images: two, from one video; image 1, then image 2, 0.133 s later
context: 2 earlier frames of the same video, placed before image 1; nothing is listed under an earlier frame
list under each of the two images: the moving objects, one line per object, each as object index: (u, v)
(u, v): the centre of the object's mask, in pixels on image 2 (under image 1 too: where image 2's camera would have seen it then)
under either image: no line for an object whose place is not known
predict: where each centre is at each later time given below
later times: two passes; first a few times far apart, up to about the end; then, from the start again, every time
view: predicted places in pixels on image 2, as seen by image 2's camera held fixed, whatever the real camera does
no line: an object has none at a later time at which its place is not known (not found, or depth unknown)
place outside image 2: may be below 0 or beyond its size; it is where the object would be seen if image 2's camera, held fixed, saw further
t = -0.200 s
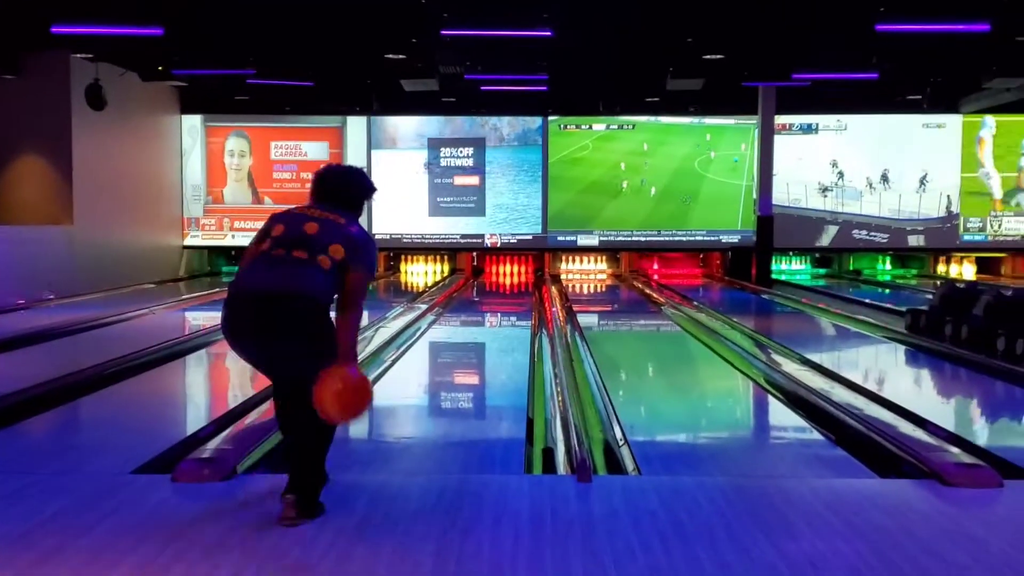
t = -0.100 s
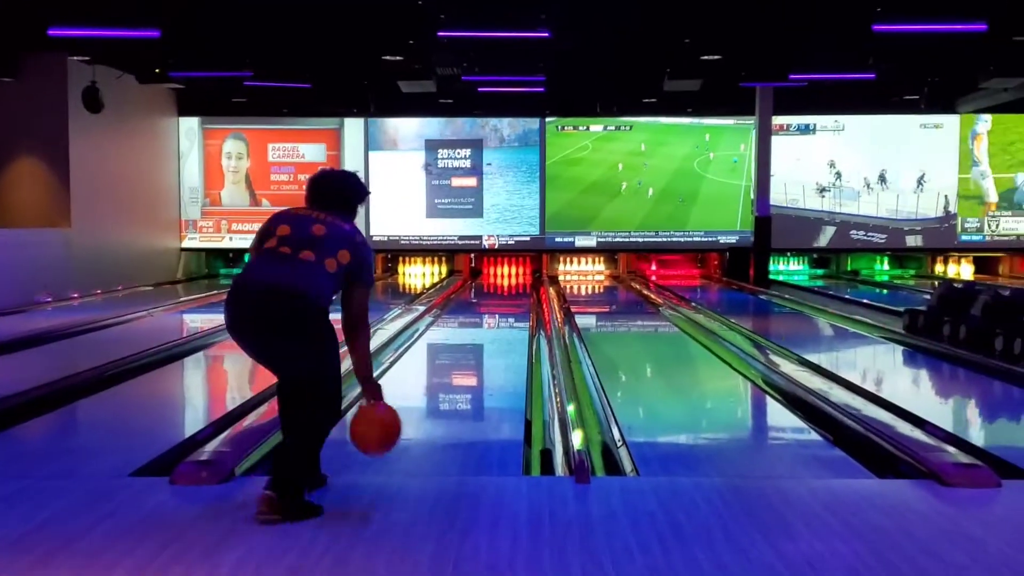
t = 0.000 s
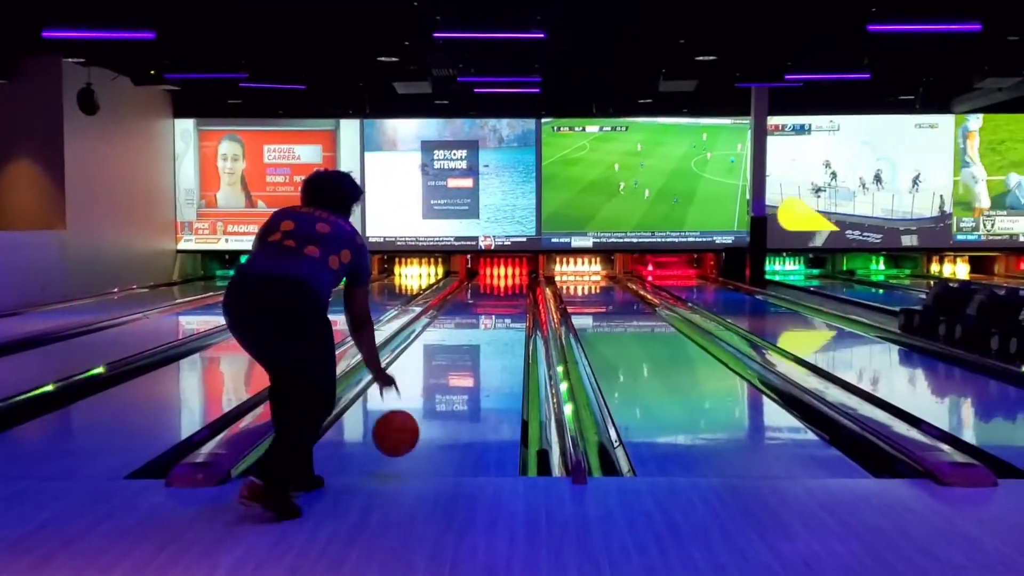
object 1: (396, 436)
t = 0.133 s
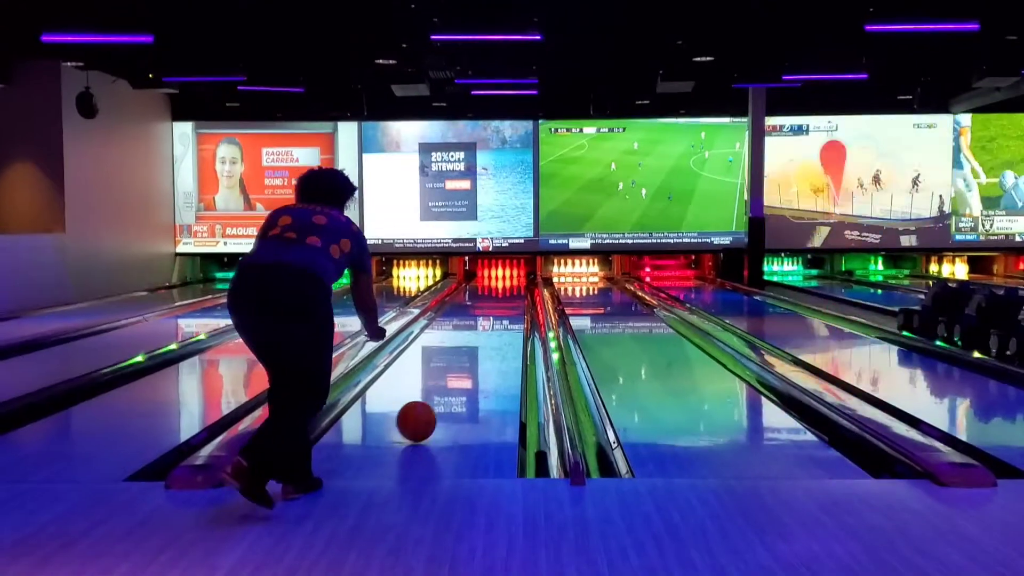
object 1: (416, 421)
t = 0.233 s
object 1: (429, 403)
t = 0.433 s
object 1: (447, 375)
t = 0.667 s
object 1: (463, 352)
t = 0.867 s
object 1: (472, 337)
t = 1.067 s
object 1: (480, 326)
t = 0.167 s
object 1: (421, 414)
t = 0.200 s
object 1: (425, 409)
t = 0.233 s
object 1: (429, 403)
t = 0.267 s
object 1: (432, 398)
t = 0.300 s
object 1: (435, 392)
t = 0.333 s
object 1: (439, 388)
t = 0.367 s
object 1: (442, 383)
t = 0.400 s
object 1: (445, 379)
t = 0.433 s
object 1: (447, 375)
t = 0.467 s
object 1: (450, 371)
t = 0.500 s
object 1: (452, 367)
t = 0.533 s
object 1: (455, 364)
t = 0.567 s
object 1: (457, 361)
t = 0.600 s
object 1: (459, 358)
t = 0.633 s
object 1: (461, 355)
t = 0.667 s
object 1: (463, 352)
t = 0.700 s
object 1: (464, 349)
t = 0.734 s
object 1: (466, 347)
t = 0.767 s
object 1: (468, 344)
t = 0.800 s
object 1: (469, 342)
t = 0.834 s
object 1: (471, 339)
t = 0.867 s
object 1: (472, 337)
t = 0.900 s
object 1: (473, 335)
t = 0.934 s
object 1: (475, 333)
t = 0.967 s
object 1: (476, 331)
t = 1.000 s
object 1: (477, 329)
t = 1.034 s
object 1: (479, 327)
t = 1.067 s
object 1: (480, 326)
